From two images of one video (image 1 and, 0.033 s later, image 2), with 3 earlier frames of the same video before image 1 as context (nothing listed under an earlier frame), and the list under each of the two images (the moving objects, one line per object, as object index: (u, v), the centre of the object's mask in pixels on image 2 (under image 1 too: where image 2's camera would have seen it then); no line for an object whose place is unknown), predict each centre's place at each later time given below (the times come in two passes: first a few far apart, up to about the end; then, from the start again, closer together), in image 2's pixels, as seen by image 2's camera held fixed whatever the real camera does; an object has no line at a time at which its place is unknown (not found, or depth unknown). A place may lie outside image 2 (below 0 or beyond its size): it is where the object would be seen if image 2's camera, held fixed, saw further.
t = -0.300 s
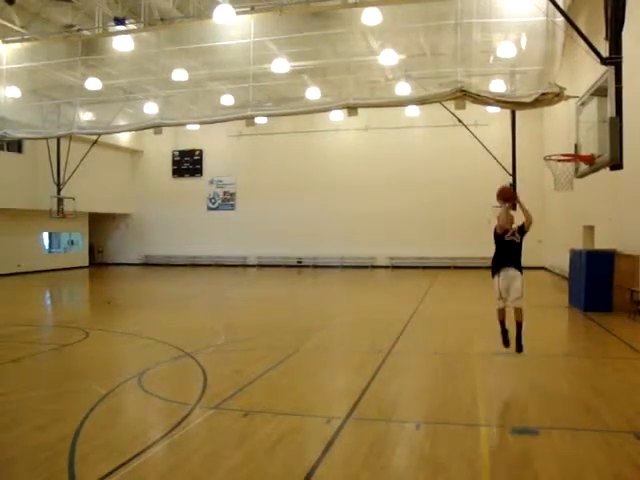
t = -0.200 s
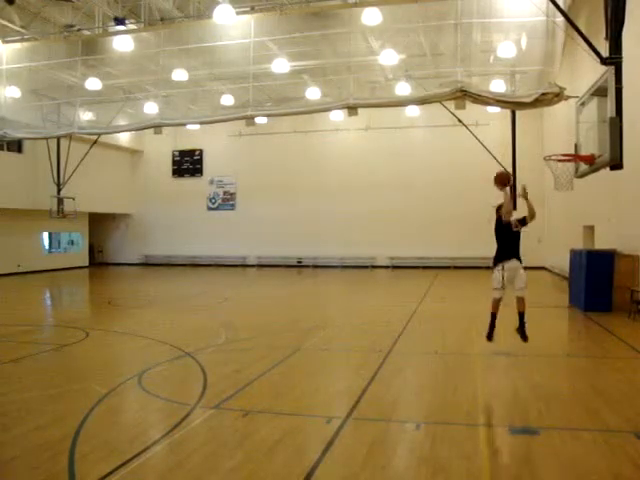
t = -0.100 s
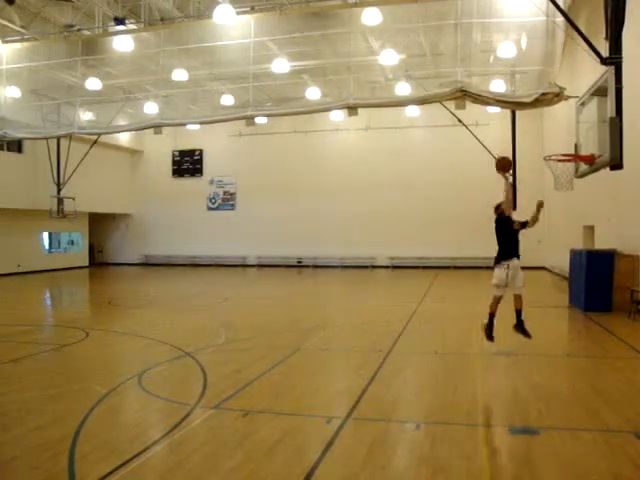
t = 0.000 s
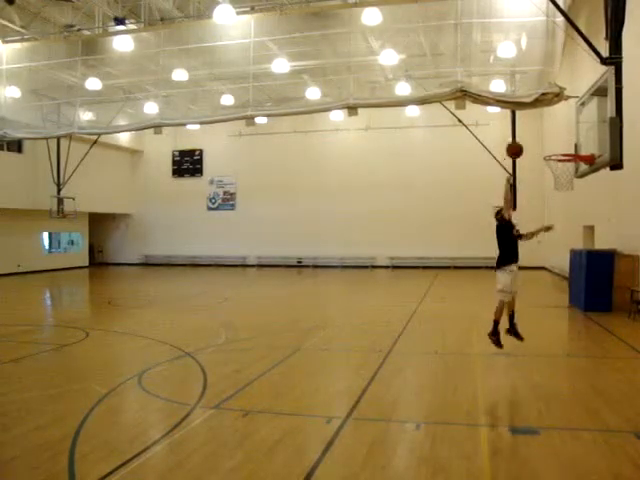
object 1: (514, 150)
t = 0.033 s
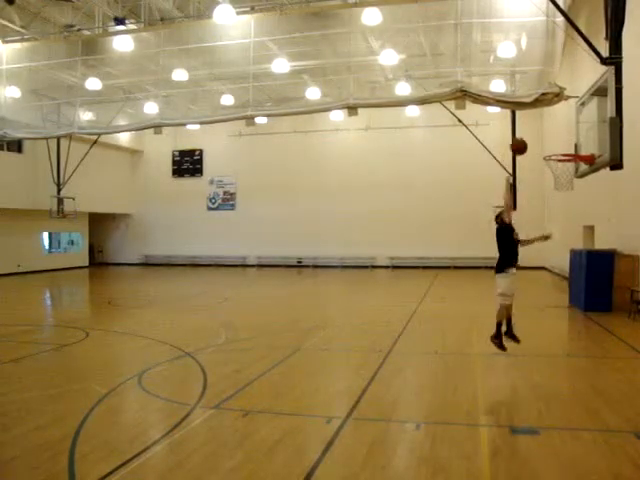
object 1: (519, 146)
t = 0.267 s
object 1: (548, 145)
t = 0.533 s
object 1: (574, 169)
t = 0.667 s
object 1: (575, 186)
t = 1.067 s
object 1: (575, 314)
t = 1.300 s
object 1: (571, 353)
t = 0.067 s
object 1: (522, 144)
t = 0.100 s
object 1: (527, 142)
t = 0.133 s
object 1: (531, 141)
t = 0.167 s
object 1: (535, 141)
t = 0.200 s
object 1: (540, 141)
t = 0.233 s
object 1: (544, 143)
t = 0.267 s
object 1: (548, 145)
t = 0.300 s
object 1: (552, 148)
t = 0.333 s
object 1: (556, 151)
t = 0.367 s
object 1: (560, 154)
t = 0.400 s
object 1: (562, 156)
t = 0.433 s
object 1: (566, 159)
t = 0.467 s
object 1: (569, 165)
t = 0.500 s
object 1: (572, 167)
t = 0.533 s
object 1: (574, 169)
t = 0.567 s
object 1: (575, 172)
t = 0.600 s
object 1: (575, 177)
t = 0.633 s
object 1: (575, 181)
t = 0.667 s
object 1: (575, 186)
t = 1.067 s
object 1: (575, 314)
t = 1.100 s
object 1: (576, 331)
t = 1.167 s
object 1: (575, 366)
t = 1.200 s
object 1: (575, 385)
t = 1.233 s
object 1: (574, 377)
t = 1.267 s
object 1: (573, 364)
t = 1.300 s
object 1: (571, 353)
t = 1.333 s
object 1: (570, 342)
